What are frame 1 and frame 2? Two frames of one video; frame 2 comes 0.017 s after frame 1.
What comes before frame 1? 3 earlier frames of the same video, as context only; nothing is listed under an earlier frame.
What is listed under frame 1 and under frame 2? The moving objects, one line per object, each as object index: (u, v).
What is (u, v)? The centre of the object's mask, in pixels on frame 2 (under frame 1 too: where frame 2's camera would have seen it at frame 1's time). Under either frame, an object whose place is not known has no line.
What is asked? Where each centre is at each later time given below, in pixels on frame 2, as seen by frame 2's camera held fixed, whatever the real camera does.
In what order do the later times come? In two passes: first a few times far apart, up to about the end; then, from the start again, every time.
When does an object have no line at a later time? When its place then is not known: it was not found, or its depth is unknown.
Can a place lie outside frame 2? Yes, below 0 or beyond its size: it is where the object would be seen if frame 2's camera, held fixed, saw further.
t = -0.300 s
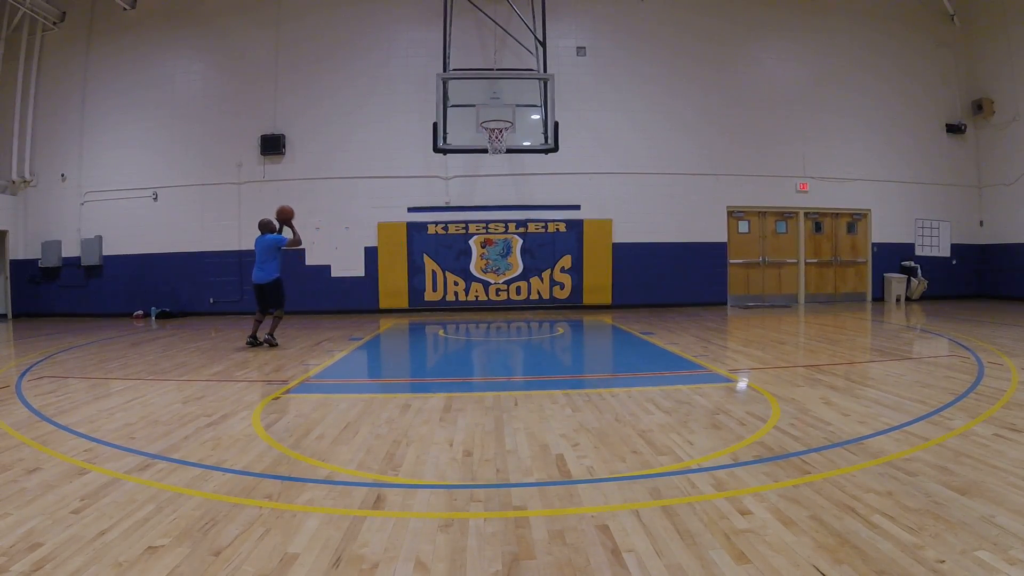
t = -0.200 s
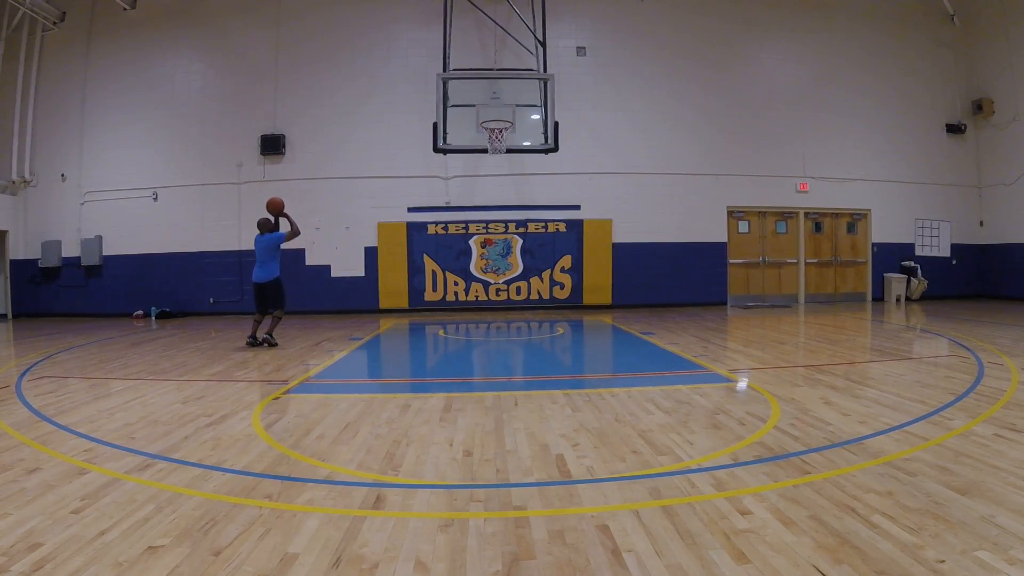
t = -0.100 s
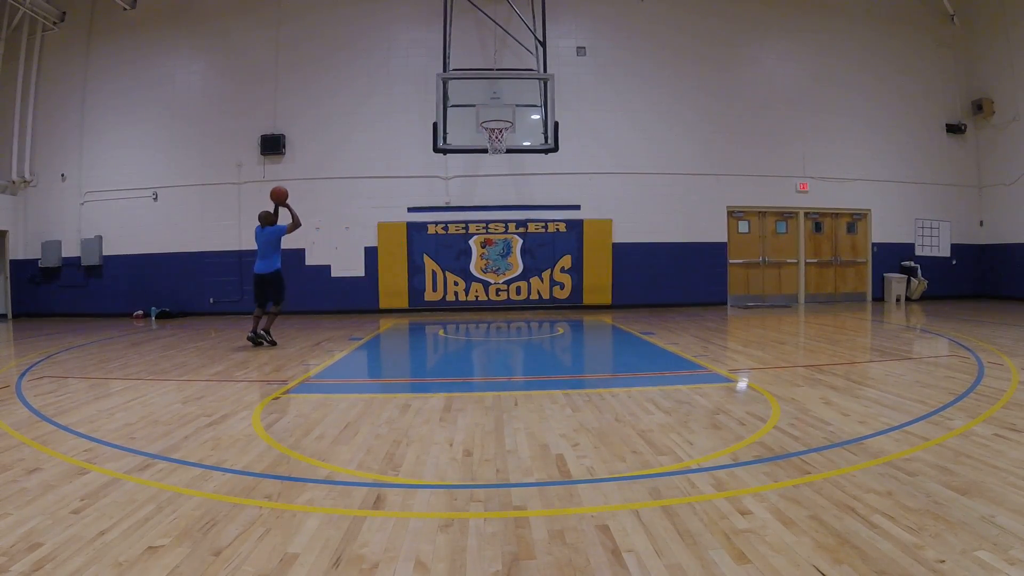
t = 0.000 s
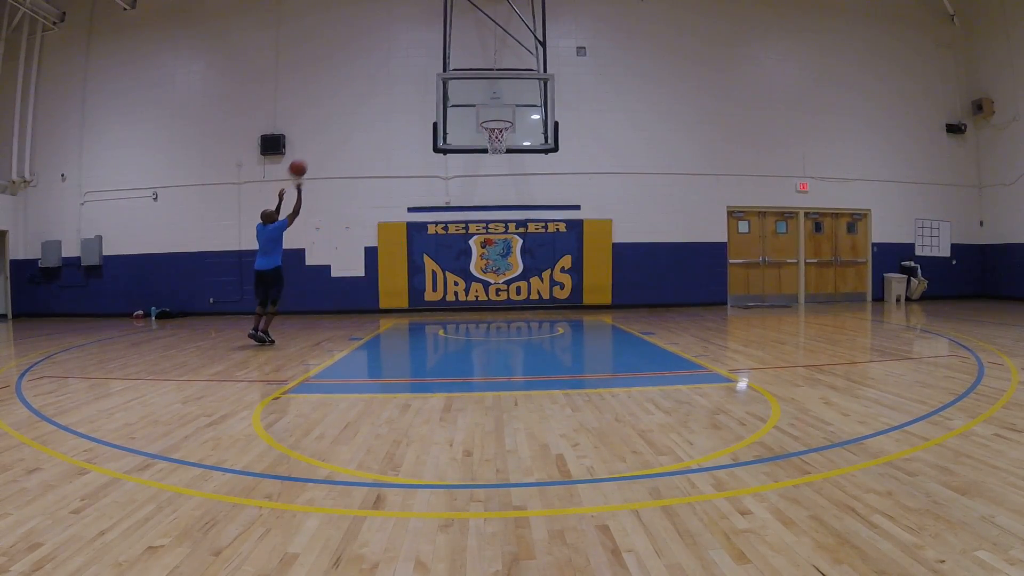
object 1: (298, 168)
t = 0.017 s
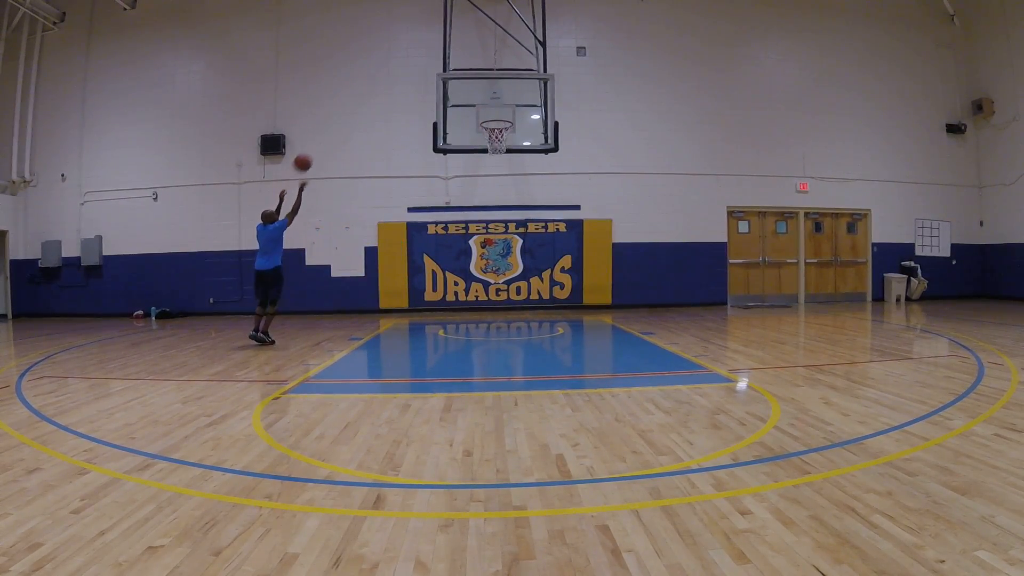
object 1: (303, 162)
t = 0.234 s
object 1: (365, 109)
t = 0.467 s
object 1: (425, 93)
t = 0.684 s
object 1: (475, 109)
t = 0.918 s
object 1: (508, 135)
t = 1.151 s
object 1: (496, 136)
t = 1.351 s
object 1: (492, 154)
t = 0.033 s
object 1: (308, 157)
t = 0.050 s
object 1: (312, 151)
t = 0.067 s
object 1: (317, 146)
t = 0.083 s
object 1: (322, 142)
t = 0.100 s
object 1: (327, 137)
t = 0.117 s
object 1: (332, 133)
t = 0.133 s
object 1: (337, 129)
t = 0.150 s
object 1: (342, 125)
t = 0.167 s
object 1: (346, 121)
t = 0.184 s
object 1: (351, 118)
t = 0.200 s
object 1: (355, 115)
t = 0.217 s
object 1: (360, 112)
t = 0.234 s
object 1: (365, 109)
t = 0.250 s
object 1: (369, 107)
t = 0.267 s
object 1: (374, 104)
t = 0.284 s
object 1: (378, 102)
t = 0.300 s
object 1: (383, 101)
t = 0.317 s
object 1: (387, 99)
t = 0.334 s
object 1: (391, 97)
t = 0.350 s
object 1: (396, 96)
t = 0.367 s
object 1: (400, 95)
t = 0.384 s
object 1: (404, 94)
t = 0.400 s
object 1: (408, 93)
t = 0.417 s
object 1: (412, 93)
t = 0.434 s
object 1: (417, 93)
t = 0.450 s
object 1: (421, 93)
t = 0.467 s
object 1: (425, 93)
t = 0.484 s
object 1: (428, 93)
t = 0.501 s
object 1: (432, 93)
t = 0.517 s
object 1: (436, 94)
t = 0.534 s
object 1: (440, 94)
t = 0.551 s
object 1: (444, 95)
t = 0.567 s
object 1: (449, 96)
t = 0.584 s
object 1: (452, 98)
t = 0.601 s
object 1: (456, 99)
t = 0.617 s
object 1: (460, 101)
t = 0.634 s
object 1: (464, 103)
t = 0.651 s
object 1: (468, 105)
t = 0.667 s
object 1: (471, 107)
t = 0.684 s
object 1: (475, 109)
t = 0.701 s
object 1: (478, 110)
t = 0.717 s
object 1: (480, 111)
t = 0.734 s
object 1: (482, 112)
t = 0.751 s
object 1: (484, 113)
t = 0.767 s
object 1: (488, 116)
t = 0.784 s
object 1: (490, 118)
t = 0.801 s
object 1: (493, 119)
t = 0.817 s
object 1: (496, 121)
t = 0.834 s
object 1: (497, 123)
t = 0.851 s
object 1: (501, 126)
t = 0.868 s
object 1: (503, 129)
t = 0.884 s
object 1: (507, 133)
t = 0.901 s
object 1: (508, 134)
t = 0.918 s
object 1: (508, 135)
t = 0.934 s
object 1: (508, 135)
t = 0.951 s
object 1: (507, 134)
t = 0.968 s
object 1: (507, 133)
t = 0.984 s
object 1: (507, 133)
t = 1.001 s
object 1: (505, 133)
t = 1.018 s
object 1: (504, 132)
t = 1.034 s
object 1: (504, 132)
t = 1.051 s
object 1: (503, 132)
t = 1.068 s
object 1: (502, 132)
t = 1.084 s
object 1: (501, 132)
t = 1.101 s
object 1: (499, 134)
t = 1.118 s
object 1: (498, 134)
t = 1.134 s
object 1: (497, 135)
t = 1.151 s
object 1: (496, 136)
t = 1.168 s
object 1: (496, 136)
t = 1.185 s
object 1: (496, 140)
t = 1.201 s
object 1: (496, 141)
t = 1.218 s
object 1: (495, 141)
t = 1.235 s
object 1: (494, 143)
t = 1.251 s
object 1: (493, 145)
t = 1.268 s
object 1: (493, 146)
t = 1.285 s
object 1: (493, 147)
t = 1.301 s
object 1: (492, 148)
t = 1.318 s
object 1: (492, 150)
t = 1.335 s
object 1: (492, 152)
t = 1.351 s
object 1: (492, 154)
